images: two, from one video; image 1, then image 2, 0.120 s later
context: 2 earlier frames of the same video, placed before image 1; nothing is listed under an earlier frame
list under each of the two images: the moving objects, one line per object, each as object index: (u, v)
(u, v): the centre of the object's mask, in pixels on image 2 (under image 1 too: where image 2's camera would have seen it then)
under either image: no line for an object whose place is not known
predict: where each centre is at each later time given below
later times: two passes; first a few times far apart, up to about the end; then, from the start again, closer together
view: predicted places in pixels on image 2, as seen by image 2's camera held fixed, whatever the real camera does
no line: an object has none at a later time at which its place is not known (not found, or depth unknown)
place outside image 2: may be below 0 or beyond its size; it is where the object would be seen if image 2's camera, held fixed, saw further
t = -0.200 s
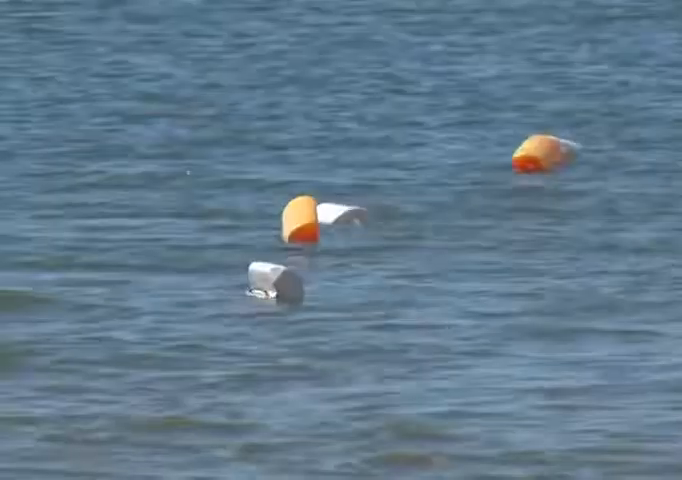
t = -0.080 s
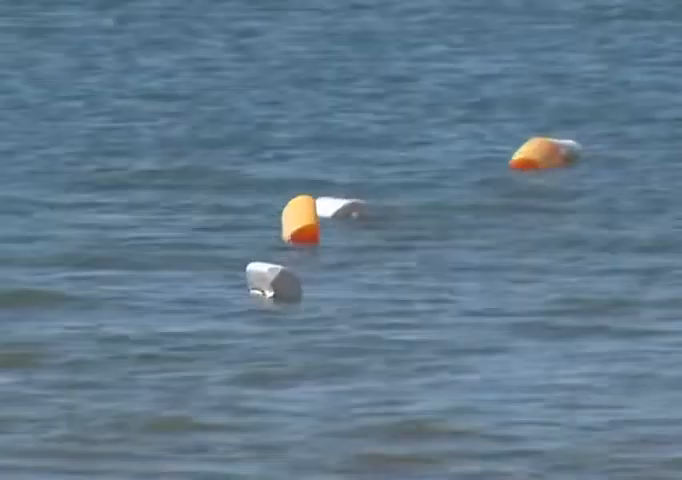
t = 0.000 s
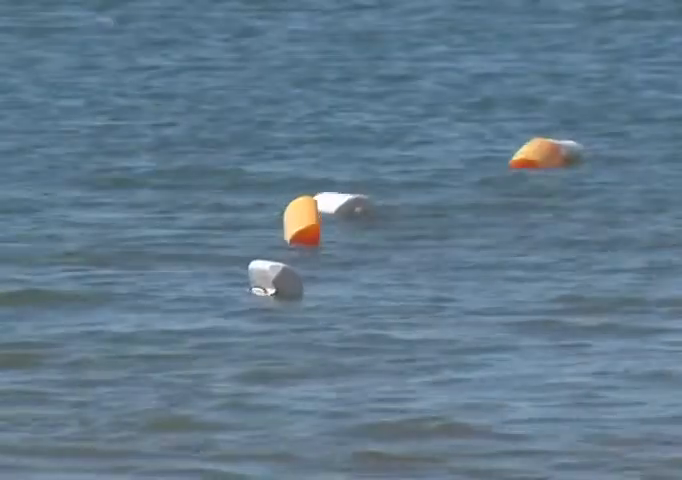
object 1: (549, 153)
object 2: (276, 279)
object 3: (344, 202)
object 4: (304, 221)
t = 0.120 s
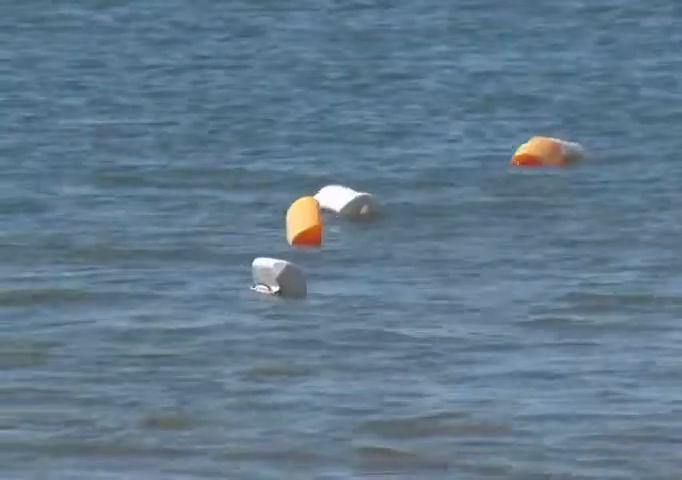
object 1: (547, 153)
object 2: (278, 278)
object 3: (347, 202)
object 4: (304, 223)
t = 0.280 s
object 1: (545, 150)
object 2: (280, 279)
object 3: (349, 208)
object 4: (304, 220)
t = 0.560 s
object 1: (553, 141)
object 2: (281, 280)
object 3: (352, 207)
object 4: (307, 214)
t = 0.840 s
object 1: (552, 144)
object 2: (277, 278)
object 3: (354, 205)
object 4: (309, 220)
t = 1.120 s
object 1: (555, 140)
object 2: (283, 281)
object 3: (358, 204)
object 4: (310, 220)
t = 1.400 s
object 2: (282, 250)
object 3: (361, 185)
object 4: (316, 192)
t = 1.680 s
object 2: (281, 249)
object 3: (361, 188)
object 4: (317, 195)
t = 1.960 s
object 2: (276, 256)
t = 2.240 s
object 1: (557, 136)
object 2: (269, 259)
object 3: (362, 191)
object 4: (316, 199)
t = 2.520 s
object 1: (560, 137)
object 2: (272, 258)
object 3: (356, 191)
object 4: (313, 203)
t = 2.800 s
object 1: (562, 139)
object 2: (270, 262)
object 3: (362, 190)
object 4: (315, 198)
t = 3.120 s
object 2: (267, 263)
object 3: (365, 191)
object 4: (321, 203)
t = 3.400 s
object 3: (369, 192)
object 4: (320, 204)
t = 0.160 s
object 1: (547, 153)
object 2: (278, 277)
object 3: (348, 203)
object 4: (304, 222)
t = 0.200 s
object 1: (546, 152)
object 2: (279, 278)
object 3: (349, 206)
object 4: (304, 222)
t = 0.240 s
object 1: (545, 151)
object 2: (279, 277)
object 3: (348, 207)
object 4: (304, 221)
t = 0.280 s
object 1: (545, 150)
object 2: (280, 279)
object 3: (349, 208)
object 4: (304, 220)
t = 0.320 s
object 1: (547, 141)
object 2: (283, 277)
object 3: (351, 207)
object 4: (306, 218)
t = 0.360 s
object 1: (547, 140)
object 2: (283, 277)
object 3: (351, 208)
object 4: (306, 215)
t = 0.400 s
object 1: (547, 140)
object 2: (283, 278)
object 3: (351, 208)
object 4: (306, 215)
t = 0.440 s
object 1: (548, 140)
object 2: (282, 277)
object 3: (351, 209)
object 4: (306, 215)
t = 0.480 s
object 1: (550, 140)
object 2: (282, 279)
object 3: (350, 209)
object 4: (306, 214)
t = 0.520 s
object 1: (552, 140)
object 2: (282, 279)
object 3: (351, 208)
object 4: (307, 214)
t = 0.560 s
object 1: (553, 141)
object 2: (281, 280)
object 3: (352, 207)
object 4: (307, 214)
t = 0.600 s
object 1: (553, 141)
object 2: (280, 280)
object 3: (352, 207)
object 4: (307, 214)
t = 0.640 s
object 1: (553, 142)
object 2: (279, 280)
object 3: (353, 206)
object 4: (308, 214)
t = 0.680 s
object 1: (553, 143)
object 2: (279, 279)
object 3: (352, 206)
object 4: (308, 214)
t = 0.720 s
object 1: (553, 144)
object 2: (277, 279)
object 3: (354, 205)
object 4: (308, 215)
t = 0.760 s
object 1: (553, 144)
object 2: (277, 277)
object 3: (354, 205)
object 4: (309, 219)
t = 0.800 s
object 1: (553, 145)
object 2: (277, 277)
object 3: (354, 204)
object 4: (309, 219)
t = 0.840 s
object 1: (552, 144)
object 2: (277, 278)
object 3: (354, 205)
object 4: (309, 220)
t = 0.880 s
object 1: (552, 144)
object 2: (277, 278)
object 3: (354, 205)
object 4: (310, 220)
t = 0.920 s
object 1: (552, 144)
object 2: (277, 276)
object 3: (354, 205)
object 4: (310, 221)
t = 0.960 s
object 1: (553, 144)
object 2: (279, 278)
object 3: (355, 206)
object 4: (310, 222)
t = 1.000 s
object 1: (553, 144)
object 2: (280, 280)
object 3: (355, 206)
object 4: (310, 223)
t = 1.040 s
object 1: (553, 143)
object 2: (282, 280)
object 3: (355, 206)
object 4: (311, 222)
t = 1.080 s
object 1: (554, 142)
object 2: (283, 281)
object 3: (357, 205)
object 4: (311, 221)
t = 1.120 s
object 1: (555, 140)
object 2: (283, 281)
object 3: (358, 204)
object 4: (310, 220)
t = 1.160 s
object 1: (554, 140)
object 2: (283, 282)
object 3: (358, 204)
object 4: (310, 219)
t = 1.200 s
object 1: (554, 139)
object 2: (282, 282)
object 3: (358, 204)
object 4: (310, 218)
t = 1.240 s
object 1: (554, 138)
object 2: (282, 282)
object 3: (358, 203)
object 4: (310, 218)
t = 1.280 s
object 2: (283, 252)
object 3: (361, 181)
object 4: (313, 191)
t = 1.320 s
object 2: (283, 251)
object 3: (361, 182)
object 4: (314, 191)
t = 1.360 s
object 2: (282, 251)
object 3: (361, 183)
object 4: (315, 191)
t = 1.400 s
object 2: (282, 250)
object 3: (361, 185)
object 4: (316, 192)
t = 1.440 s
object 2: (281, 250)
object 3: (361, 186)
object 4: (316, 193)
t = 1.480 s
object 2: (281, 250)
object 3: (361, 187)
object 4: (316, 193)
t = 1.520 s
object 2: (281, 249)
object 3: (362, 188)
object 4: (317, 193)
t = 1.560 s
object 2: (280, 249)
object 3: (361, 188)
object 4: (318, 194)
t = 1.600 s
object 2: (281, 249)
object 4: (318, 194)
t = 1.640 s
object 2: (281, 249)
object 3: (361, 188)
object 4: (318, 194)
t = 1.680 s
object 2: (281, 249)
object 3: (361, 188)
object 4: (317, 195)
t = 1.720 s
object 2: (281, 250)
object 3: (361, 186)
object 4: (317, 196)
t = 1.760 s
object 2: (282, 251)
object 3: (359, 184)
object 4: (317, 195)
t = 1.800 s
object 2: (281, 252)
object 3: (357, 183)
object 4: (316, 196)
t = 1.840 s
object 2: (280, 253)
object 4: (315, 196)
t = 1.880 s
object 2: (279, 254)
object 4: (315, 195)
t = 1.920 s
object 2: (278, 256)
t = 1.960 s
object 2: (276, 256)
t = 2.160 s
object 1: (554, 136)
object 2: (268, 260)
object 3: (361, 189)
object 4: (314, 198)
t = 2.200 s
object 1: (555, 136)
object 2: (268, 259)
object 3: (361, 190)
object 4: (314, 199)
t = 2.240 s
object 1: (557, 136)
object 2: (269, 259)
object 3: (362, 191)
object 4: (316, 199)
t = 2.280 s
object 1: (557, 136)
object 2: (268, 258)
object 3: (361, 193)
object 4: (314, 200)
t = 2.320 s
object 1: (558, 136)
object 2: (268, 257)
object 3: (357, 193)
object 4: (314, 201)
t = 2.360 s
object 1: (560, 137)
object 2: (269, 258)
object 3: (356, 193)
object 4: (314, 202)
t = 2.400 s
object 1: (561, 137)
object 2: (271, 258)
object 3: (356, 193)
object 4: (314, 201)
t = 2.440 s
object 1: (560, 137)
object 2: (270, 258)
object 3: (355, 193)
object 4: (313, 202)
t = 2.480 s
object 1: (561, 137)
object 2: (271, 257)
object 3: (356, 192)
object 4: (313, 202)
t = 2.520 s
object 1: (560, 137)
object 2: (272, 258)
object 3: (356, 191)
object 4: (313, 203)
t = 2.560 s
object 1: (558, 139)
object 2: (272, 259)
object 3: (356, 192)
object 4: (313, 203)
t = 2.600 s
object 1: (558, 139)
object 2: (271, 260)
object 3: (357, 191)
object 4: (312, 203)
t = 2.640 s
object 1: (559, 139)
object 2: (271, 260)
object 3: (359, 191)
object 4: (313, 200)
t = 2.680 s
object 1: (559, 140)
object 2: (272, 262)
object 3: (360, 191)
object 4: (313, 201)
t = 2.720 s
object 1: (562, 140)
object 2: (272, 262)
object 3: (361, 190)
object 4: (314, 199)
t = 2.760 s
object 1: (562, 139)
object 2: (272, 262)
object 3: (362, 190)
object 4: (315, 199)
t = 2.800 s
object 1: (562, 139)
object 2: (270, 262)
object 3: (362, 190)
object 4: (315, 198)
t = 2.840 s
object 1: (562, 140)
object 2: (269, 262)
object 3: (362, 190)
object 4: (317, 198)
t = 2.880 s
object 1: (562, 140)
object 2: (269, 262)
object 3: (362, 189)
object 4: (317, 199)
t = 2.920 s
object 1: (562, 139)
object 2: (269, 263)
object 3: (362, 189)
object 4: (319, 199)
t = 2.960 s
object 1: (562, 139)
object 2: (268, 263)
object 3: (363, 190)
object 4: (319, 200)
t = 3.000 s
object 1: (563, 138)
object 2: (268, 263)
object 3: (363, 190)
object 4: (320, 201)
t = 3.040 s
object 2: (268, 263)
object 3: (364, 190)
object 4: (321, 201)
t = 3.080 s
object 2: (267, 263)
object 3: (364, 191)
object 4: (321, 203)
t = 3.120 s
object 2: (267, 263)
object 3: (365, 191)
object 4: (321, 203)
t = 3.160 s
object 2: (266, 263)
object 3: (366, 191)
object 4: (321, 204)
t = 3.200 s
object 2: (266, 263)
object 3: (367, 190)
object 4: (321, 204)
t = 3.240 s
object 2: (269, 263)
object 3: (371, 191)
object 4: (324, 204)
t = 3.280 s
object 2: (268, 263)
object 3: (370, 190)
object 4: (323, 204)
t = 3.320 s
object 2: (267, 263)
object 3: (369, 190)
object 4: (322, 203)
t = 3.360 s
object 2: (267, 263)
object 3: (369, 191)
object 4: (321, 204)
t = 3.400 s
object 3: (369, 192)
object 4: (320, 204)
